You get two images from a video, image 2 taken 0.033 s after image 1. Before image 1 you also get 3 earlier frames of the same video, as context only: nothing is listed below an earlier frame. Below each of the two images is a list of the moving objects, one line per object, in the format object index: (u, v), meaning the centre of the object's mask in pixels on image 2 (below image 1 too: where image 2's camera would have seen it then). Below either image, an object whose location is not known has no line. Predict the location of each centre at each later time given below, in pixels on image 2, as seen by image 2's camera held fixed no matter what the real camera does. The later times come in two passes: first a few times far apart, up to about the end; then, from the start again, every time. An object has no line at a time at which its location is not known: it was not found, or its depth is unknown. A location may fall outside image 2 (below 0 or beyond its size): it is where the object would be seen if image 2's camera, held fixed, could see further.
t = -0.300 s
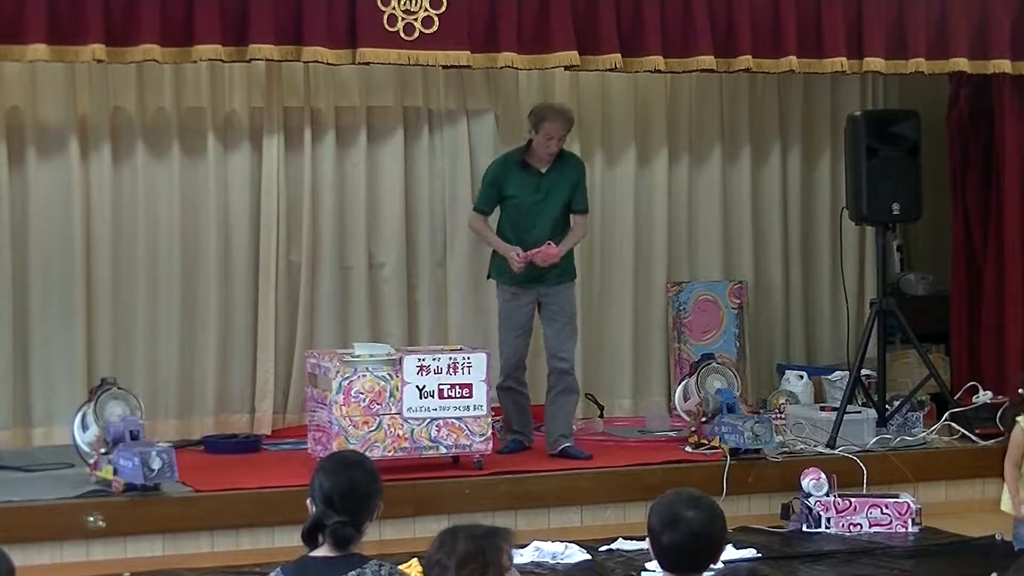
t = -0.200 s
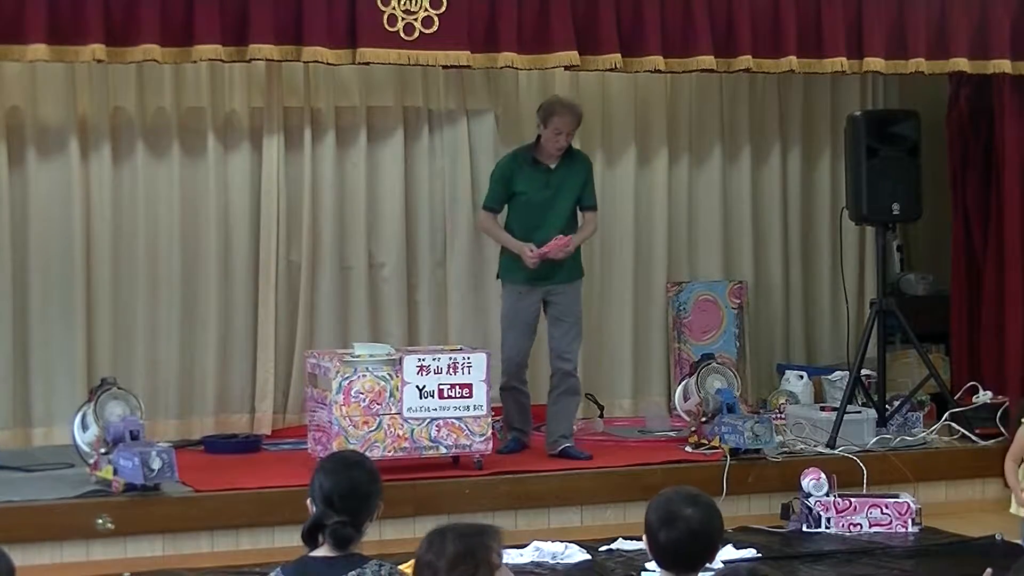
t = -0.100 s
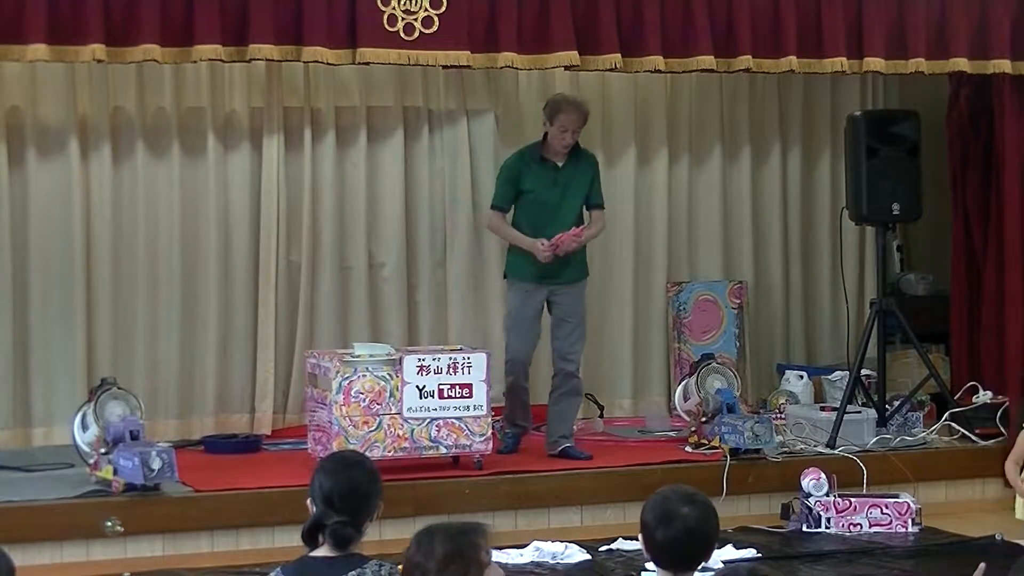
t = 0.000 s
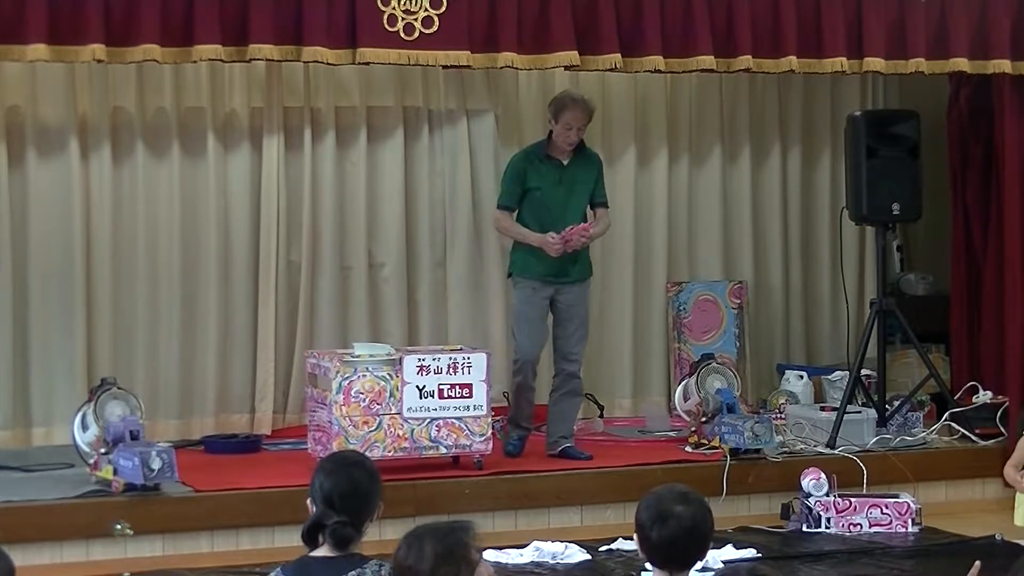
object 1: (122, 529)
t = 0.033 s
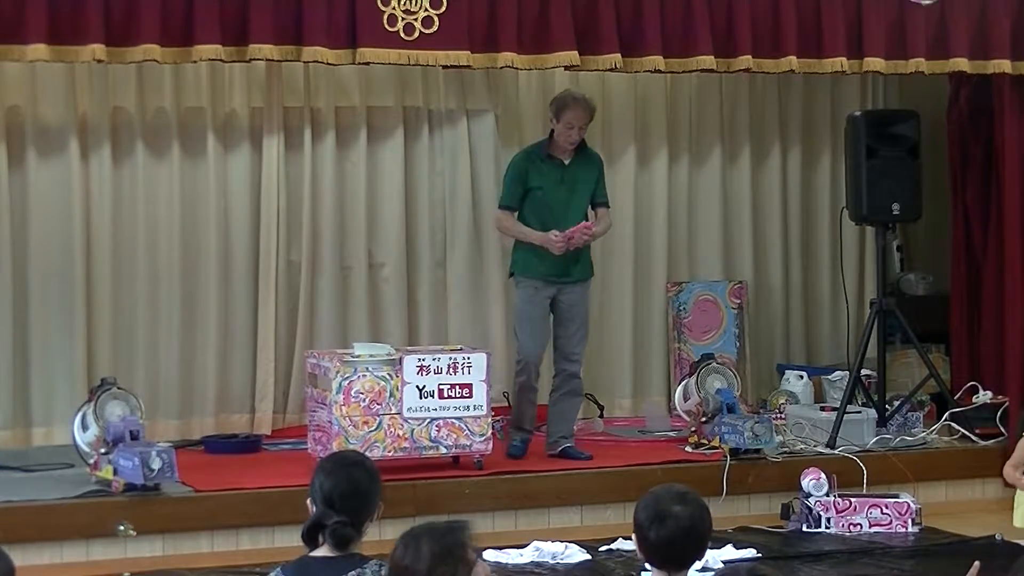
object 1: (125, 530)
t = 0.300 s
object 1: (155, 539)
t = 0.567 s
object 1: (183, 553)
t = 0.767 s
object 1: (204, 561)
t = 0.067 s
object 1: (129, 530)
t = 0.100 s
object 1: (132, 531)
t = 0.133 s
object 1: (136, 532)
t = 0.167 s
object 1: (139, 533)
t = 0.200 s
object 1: (143, 534)
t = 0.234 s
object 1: (146, 535)
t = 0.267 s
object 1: (150, 537)
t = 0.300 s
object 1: (155, 539)
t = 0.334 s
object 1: (159, 542)
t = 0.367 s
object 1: (162, 543)
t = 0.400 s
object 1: (166, 544)
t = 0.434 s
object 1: (168, 546)
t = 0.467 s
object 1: (171, 547)
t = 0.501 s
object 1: (175, 549)
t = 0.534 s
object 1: (179, 552)
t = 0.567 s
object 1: (183, 553)
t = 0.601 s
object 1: (187, 555)
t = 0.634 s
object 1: (190, 556)
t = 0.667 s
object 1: (194, 558)
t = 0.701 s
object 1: (197, 559)
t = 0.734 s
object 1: (202, 561)
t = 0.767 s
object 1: (204, 561)
